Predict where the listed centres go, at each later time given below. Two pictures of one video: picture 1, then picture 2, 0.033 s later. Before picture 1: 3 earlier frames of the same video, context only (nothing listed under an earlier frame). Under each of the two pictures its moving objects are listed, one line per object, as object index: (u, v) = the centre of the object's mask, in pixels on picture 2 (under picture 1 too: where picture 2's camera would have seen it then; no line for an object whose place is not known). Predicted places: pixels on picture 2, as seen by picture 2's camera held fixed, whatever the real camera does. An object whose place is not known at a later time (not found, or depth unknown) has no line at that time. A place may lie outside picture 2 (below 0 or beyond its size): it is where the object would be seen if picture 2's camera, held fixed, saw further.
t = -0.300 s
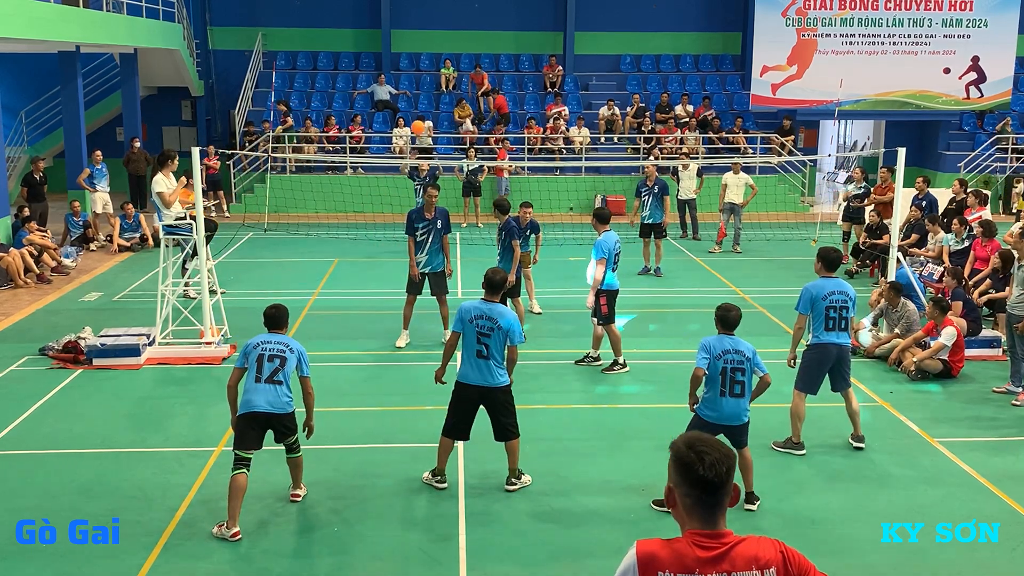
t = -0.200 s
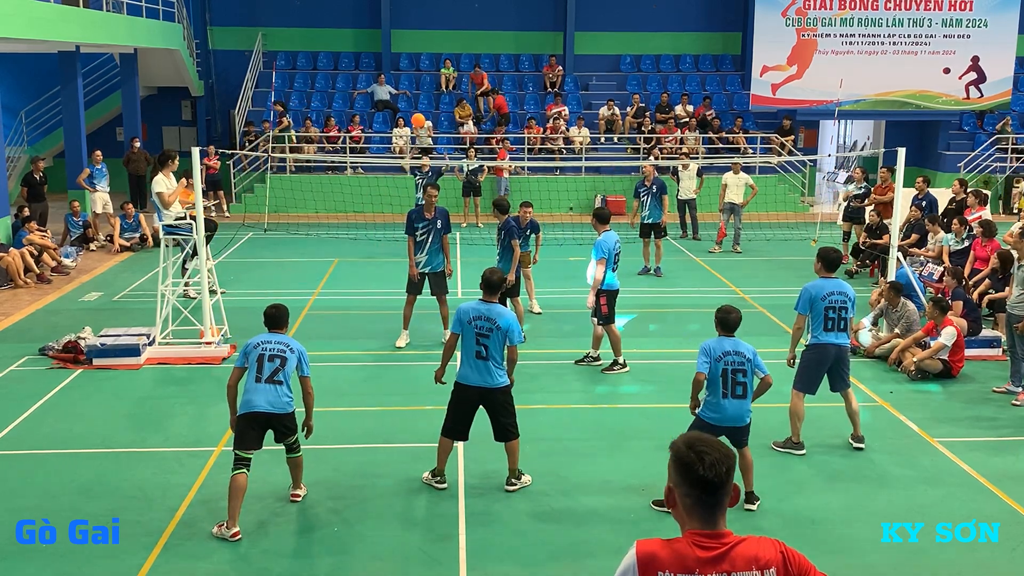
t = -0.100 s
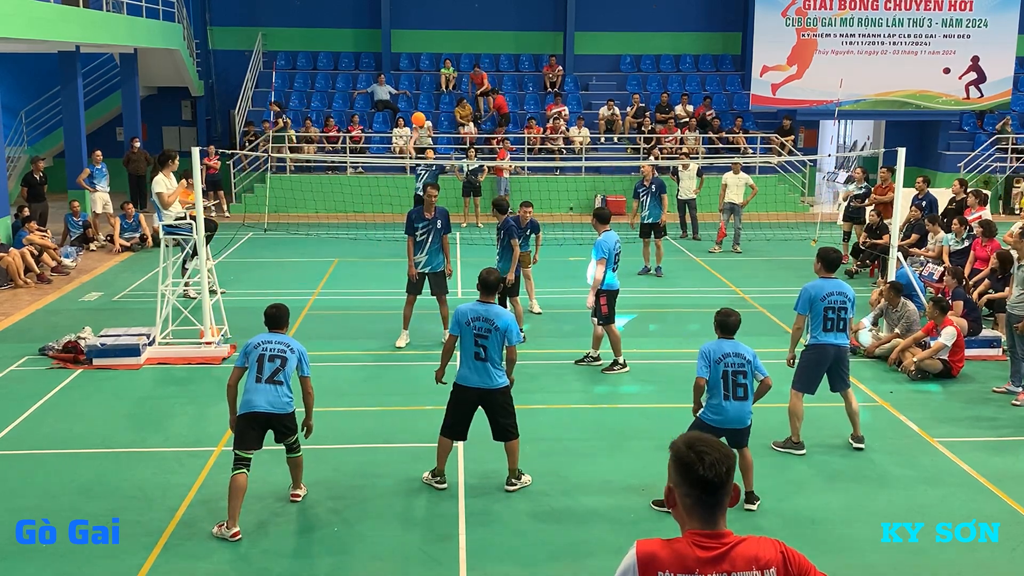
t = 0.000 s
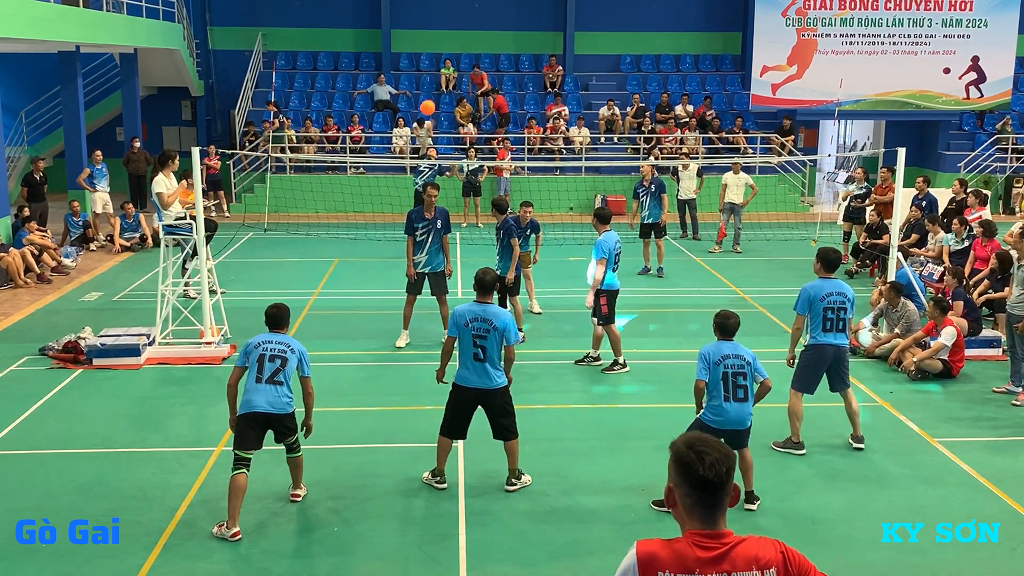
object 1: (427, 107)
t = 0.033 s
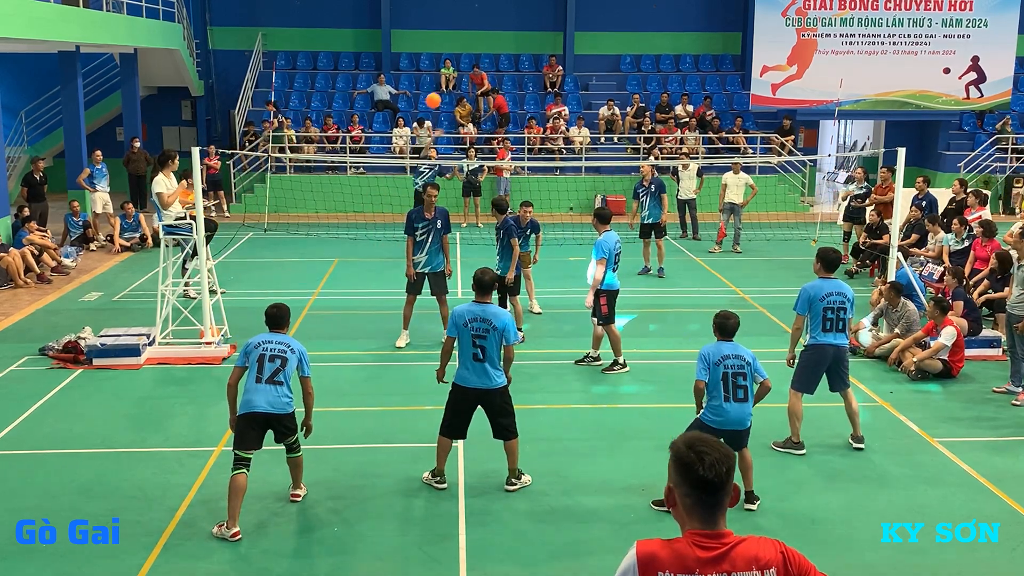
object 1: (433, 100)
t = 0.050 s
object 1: (435, 97)
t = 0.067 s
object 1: (439, 94)
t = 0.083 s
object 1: (442, 91)
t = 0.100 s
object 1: (444, 89)
